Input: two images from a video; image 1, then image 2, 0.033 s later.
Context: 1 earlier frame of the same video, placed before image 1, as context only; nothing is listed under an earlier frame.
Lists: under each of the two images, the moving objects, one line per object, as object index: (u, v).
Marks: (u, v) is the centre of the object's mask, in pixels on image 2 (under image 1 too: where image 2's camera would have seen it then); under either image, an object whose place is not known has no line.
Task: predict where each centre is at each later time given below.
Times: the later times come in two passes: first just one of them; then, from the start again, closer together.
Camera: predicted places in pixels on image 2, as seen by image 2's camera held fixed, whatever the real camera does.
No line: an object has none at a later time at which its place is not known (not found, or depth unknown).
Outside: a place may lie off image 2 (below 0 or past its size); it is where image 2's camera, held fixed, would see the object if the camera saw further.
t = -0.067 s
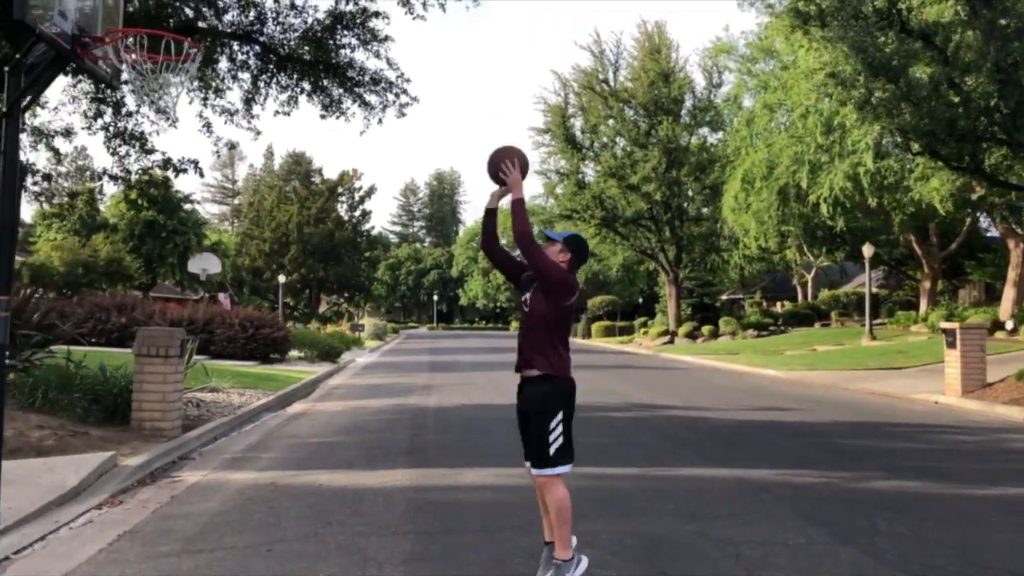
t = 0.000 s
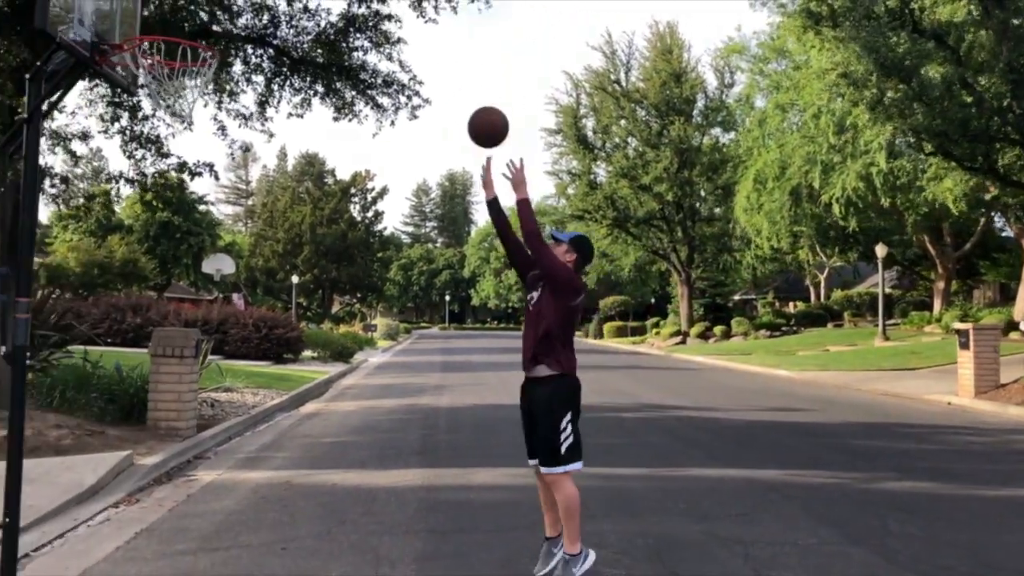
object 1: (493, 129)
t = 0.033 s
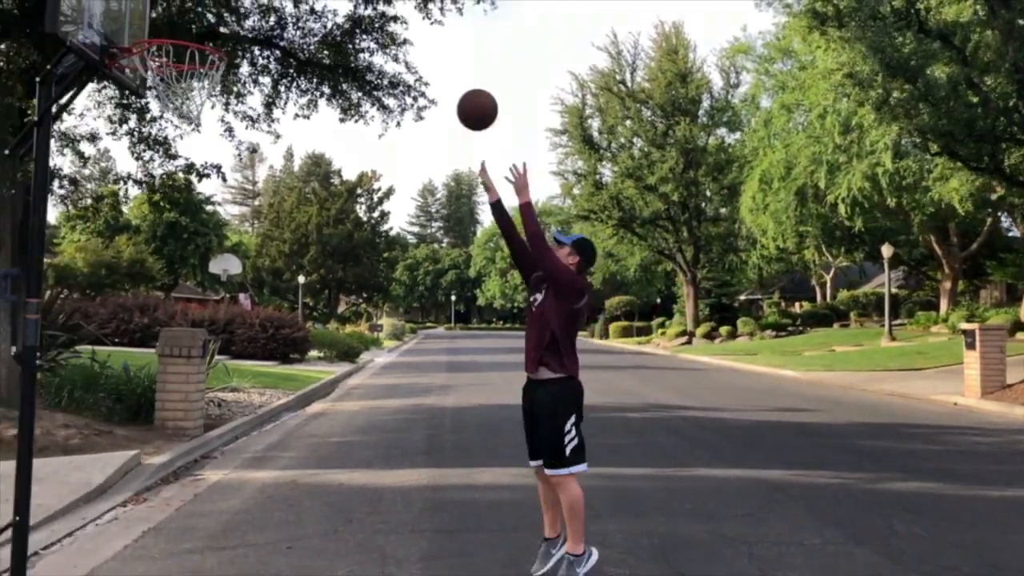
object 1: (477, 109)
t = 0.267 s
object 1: (365, 33)
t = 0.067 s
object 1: (461, 92)
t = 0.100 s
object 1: (444, 77)
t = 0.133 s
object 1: (428, 64)
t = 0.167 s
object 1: (412, 54)
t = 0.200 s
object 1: (396, 44)
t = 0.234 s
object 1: (381, 37)
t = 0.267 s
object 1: (365, 33)
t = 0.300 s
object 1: (350, 29)
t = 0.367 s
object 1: (323, 32)
